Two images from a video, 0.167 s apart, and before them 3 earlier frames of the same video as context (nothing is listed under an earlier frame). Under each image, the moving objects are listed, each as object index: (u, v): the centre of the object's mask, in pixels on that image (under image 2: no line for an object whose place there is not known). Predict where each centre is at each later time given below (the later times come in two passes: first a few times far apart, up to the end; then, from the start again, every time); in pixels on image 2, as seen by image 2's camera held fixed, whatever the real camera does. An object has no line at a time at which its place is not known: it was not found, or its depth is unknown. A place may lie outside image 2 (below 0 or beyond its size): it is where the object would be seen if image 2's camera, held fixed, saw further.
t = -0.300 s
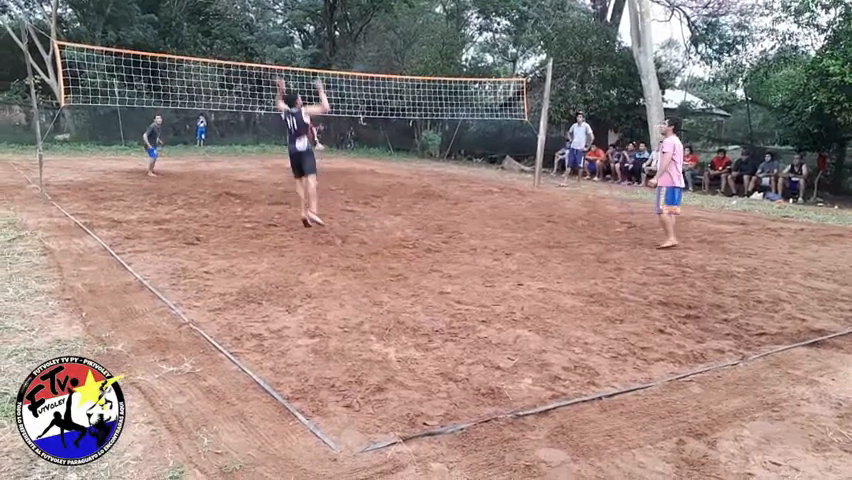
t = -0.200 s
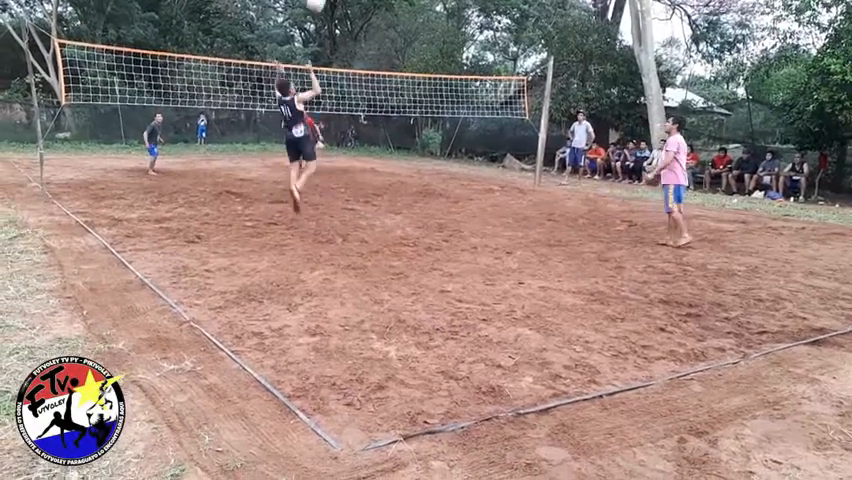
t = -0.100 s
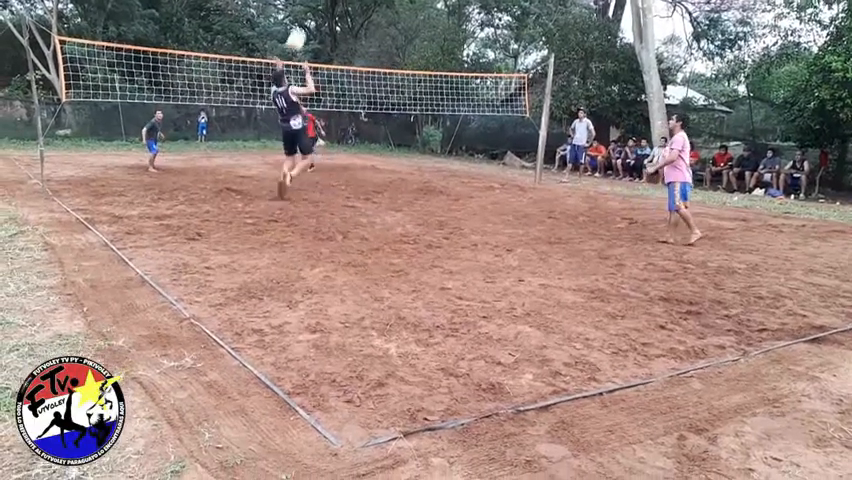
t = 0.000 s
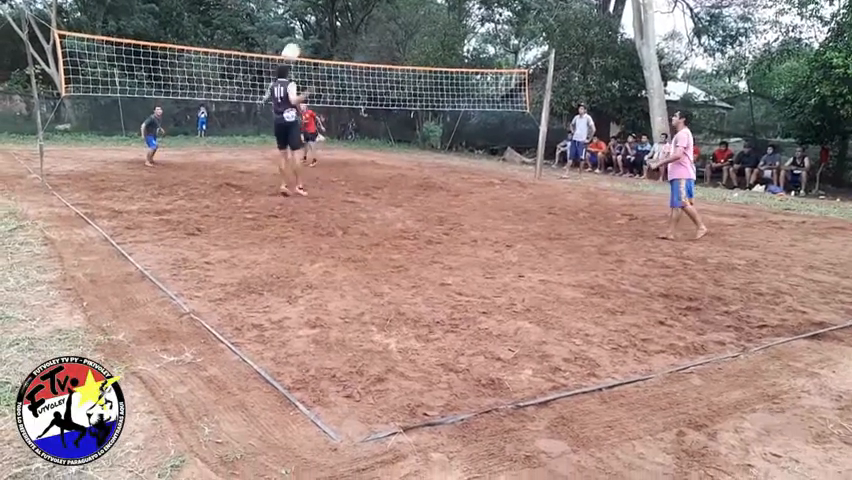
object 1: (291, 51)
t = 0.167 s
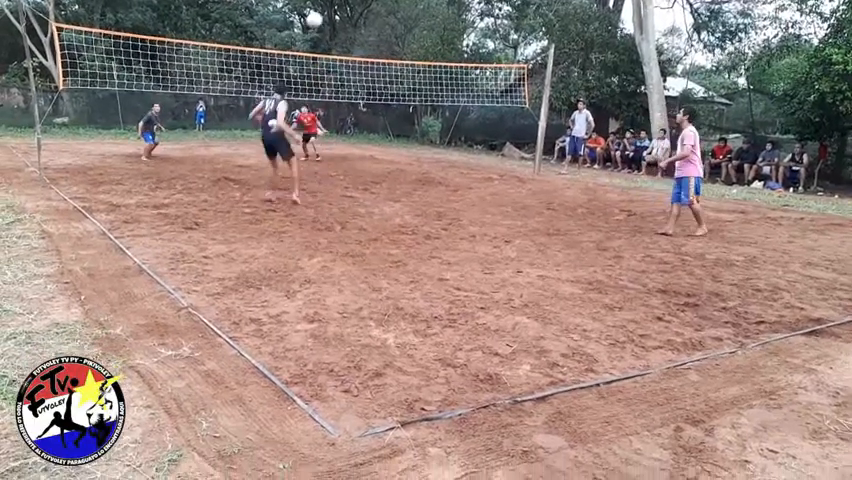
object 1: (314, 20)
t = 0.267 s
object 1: (326, 15)
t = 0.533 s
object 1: (353, 29)
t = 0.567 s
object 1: (355, 33)
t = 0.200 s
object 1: (318, 17)
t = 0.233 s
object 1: (322, 16)
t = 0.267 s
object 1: (326, 15)
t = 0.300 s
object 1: (331, 15)
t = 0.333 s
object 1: (334, 15)
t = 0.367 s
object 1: (337, 16)
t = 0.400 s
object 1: (340, 17)
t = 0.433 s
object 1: (343, 19)
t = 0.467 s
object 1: (347, 22)
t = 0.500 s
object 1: (350, 25)
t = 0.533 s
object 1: (353, 29)
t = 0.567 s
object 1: (355, 33)
